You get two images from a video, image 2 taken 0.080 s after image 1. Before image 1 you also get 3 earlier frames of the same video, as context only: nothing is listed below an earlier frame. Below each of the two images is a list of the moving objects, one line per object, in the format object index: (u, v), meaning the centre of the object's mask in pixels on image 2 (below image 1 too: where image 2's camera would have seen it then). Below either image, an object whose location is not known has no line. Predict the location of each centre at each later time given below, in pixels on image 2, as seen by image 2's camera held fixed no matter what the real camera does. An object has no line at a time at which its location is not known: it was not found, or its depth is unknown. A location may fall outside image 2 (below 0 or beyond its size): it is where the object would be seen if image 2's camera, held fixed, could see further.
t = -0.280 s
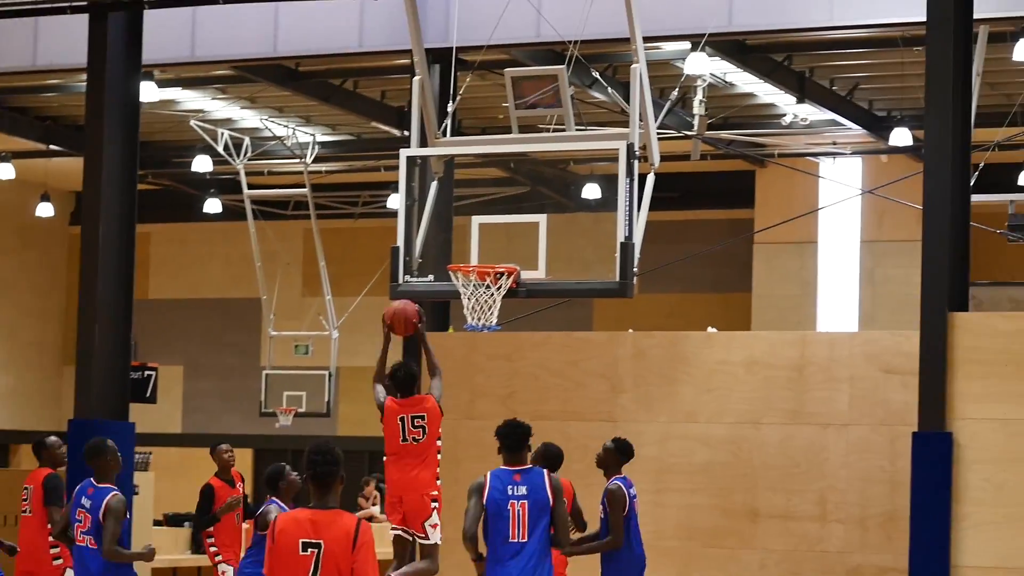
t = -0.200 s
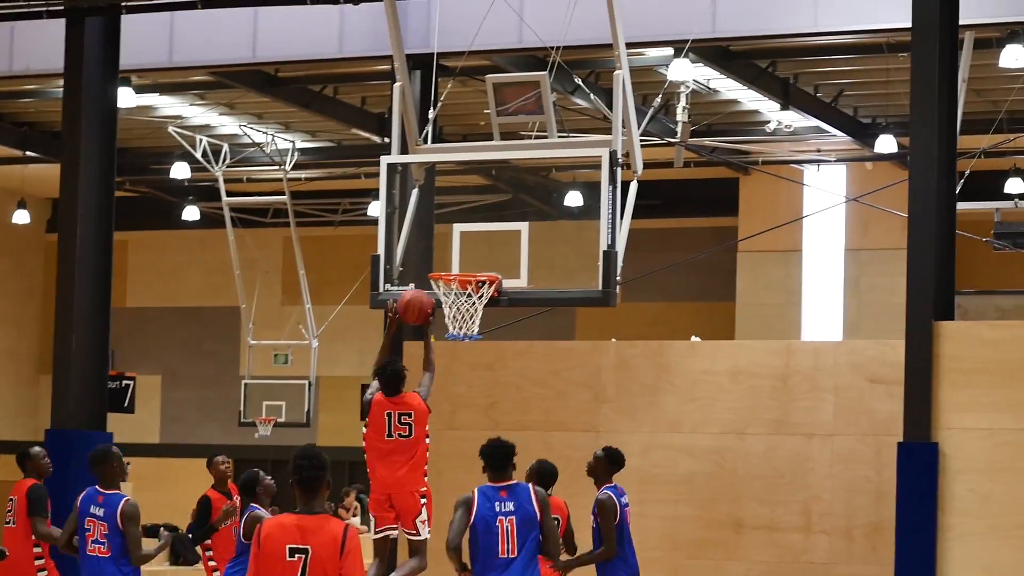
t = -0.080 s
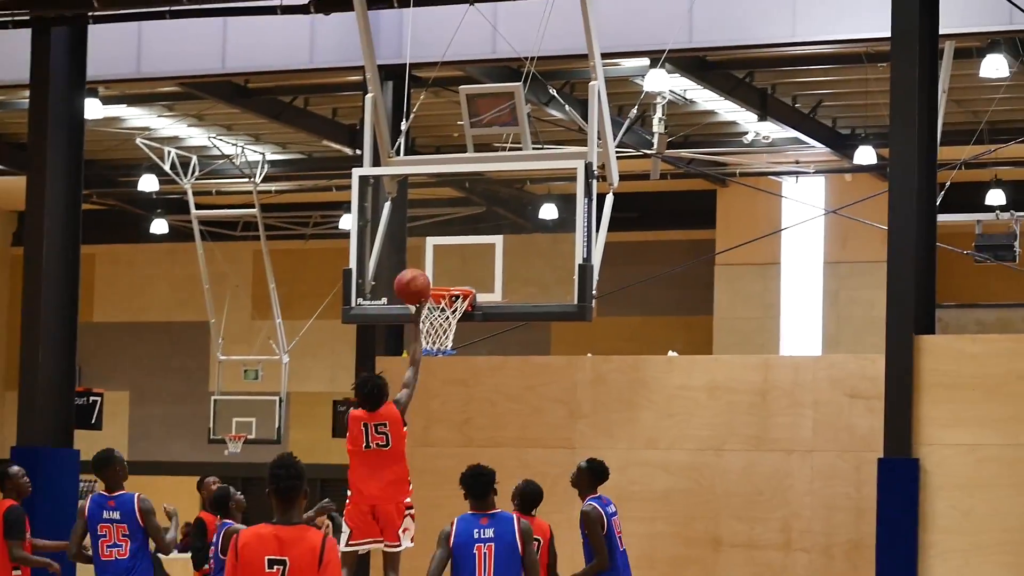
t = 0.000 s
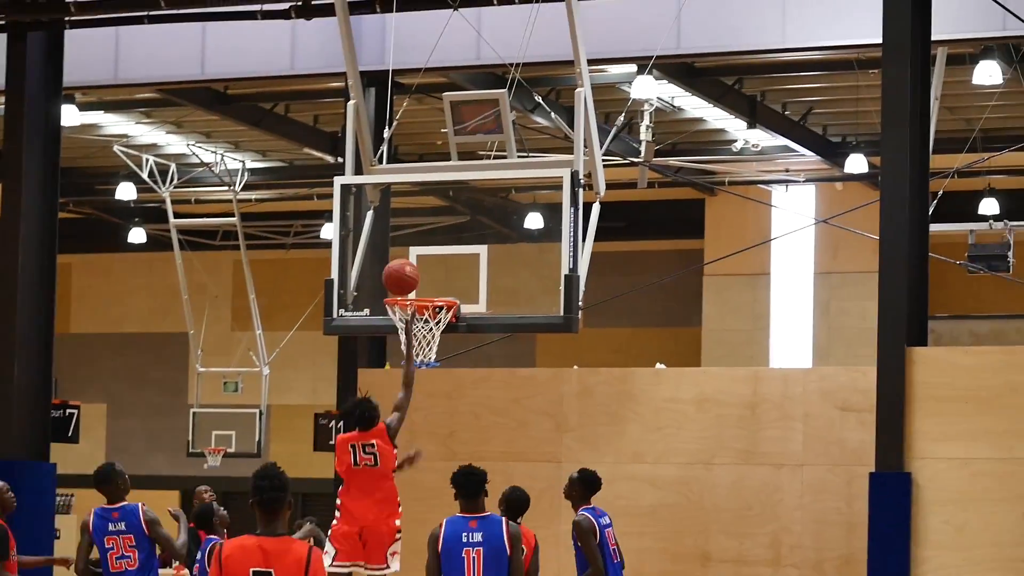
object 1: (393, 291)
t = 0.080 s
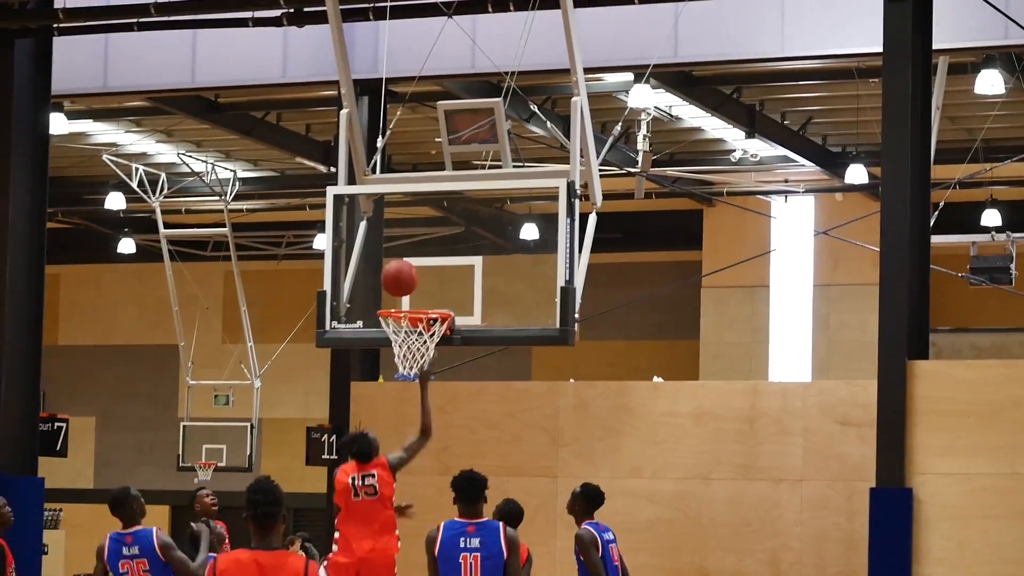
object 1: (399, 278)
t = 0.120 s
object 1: (401, 276)
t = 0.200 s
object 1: (405, 279)
